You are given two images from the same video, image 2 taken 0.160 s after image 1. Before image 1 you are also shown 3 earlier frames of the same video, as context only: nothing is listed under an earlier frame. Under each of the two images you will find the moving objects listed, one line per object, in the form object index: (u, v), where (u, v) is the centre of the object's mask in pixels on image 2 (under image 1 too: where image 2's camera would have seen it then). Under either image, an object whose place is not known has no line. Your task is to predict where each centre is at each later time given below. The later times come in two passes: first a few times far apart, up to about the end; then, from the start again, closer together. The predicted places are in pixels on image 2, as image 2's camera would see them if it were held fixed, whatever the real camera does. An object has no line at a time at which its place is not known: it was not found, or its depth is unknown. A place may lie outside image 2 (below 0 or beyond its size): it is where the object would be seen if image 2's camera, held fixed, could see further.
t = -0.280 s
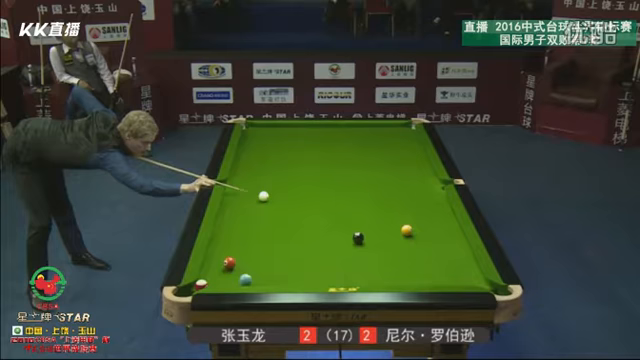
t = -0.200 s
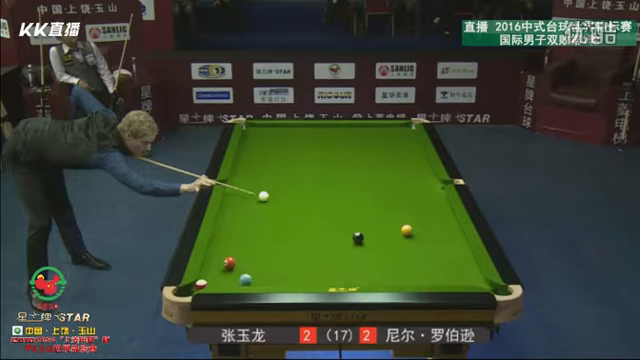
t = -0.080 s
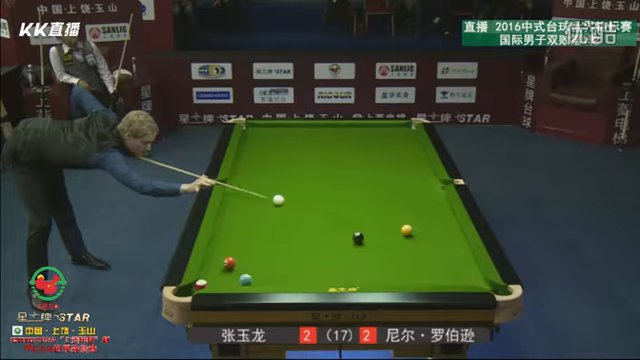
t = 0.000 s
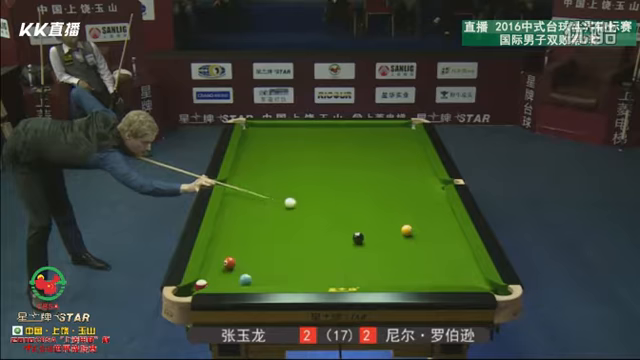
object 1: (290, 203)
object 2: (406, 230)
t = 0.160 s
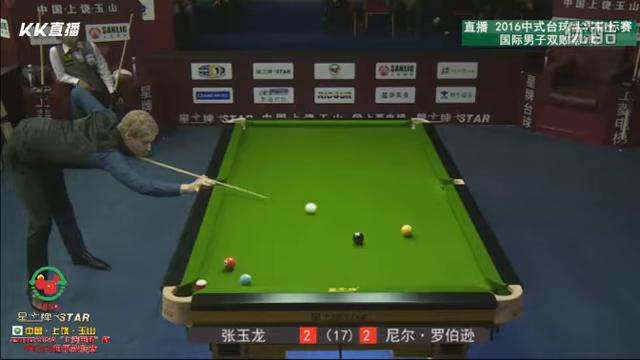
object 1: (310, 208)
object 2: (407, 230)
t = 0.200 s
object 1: (315, 209)
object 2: (406, 230)
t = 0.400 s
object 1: (342, 215)
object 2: (406, 230)
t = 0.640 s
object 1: (374, 223)
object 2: (406, 230)
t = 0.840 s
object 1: (395, 230)
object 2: (412, 230)
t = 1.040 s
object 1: (400, 234)
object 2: (431, 233)
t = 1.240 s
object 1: (404, 238)
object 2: (448, 235)
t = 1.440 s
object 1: (408, 242)
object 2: (456, 237)
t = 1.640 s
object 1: (412, 245)
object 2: (447, 238)
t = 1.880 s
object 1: (416, 249)
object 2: (437, 239)
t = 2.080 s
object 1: (420, 252)
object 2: (428, 240)
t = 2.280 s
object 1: (422, 255)
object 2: (421, 241)
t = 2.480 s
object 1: (426, 258)
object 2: (414, 242)
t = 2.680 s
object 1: (428, 260)
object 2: (408, 244)
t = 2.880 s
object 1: (430, 263)
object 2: (402, 245)
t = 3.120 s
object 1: (432, 265)
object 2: (396, 245)
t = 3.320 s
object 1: (434, 266)
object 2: (391, 246)
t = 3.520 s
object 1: (436, 267)
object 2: (387, 247)
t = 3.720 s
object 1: (437, 268)
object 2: (384, 247)
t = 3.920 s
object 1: (437, 269)
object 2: (382, 248)
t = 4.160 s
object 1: (438, 269)
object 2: (379, 249)
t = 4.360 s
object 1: (438, 269)
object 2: (377, 249)
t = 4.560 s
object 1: (438, 269)
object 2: (377, 249)
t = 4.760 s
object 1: (438, 269)
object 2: (376, 249)
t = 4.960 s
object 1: (438, 269)
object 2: (377, 249)
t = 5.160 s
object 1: (438, 269)
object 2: (377, 249)
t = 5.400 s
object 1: (438, 269)
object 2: (377, 250)
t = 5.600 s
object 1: (438, 269)
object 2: (377, 249)
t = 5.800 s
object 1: (438, 269)
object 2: (377, 249)
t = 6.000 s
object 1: (438, 269)
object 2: (377, 249)
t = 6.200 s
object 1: (438, 269)
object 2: (377, 249)
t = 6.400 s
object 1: (438, 269)
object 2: (377, 249)
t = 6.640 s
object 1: (438, 270)
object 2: (377, 249)
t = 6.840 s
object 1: (438, 270)
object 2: (377, 249)
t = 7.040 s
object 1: (438, 270)
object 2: (377, 249)
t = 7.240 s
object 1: (438, 270)
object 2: (377, 249)
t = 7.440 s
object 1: (438, 270)
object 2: (377, 249)
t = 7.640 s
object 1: (438, 270)
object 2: (377, 249)
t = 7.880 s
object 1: (438, 270)
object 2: (377, 249)
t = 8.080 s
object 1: (438, 270)
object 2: (377, 250)
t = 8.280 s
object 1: (438, 270)
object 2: (376, 249)
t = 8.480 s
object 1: (438, 269)
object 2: (377, 249)
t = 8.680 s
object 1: (438, 269)
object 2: (377, 250)
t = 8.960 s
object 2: (374, 248)
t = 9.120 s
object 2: (377, 250)
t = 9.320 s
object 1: (438, 269)
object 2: (377, 250)
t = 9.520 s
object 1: (438, 269)
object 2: (377, 250)
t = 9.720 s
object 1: (438, 269)
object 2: (377, 249)
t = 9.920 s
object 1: (438, 269)
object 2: (377, 249)
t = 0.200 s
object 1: (315, 209)
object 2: (406, 230)
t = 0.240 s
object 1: (320, 210)
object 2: (406, 230)
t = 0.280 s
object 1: (325, 211)
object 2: (406, 230)
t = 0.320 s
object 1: (331, 212)
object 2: (406, 230)
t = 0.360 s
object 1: (336, 214)
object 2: (406, 230)
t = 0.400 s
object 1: (342, 215)
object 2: (406, 230)
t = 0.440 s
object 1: (347, 217)
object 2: (406, 230)
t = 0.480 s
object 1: (352, 218)
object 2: (406, 230)
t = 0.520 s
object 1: (358, 219)
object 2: (406, 230)
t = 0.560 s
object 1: (363, 221)
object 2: (406, 230)
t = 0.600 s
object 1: (368, 222)
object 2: (406, 230)
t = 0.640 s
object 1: (374, 223)
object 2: (406, 230)
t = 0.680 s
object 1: (379, 225)
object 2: (406, 230)
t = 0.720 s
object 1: (384, 226)
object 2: (406, 230)
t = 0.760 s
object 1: (390, 227)
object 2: (406, 230)
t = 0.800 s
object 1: (395, 229)
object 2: (407, 230)
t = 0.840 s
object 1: (395, 230)
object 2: (412, 230)
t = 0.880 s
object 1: (396, 230)
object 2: (416, 231)
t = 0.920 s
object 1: (397, 231)
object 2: (420, 232)
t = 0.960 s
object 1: (398, 232)
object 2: (424, 232)
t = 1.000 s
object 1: (399, 233)
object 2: (427, 232)
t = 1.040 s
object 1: (400, 234)
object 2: (431, 233)
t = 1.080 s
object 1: (401, 234)
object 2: (434, 233)
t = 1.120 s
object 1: (401, 235)
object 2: (438, 233)
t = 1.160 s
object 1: (403, 236)
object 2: (441, 234)
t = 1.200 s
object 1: (403, 237)
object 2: (445, 234)
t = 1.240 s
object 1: (404, 238)
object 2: (448, 235)
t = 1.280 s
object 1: (405, 239)
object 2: (452, 235)
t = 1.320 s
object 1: (406, 239)
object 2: (455, 236)
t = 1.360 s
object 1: (407, 240)
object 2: (458, 236)
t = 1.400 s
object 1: (408, 241)
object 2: (458, 236)
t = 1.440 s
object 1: (408, 242)
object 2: (456, 237)
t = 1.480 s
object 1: (409, 242)
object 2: (454, 237)
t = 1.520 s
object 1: (410, 243)
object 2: (452, 237)
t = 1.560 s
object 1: (411, 244)
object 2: (451, 237)
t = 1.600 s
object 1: (411, 244)
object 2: (449, 237)
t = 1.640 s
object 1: (412, 245)
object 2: (447, 238)
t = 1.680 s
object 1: (413, 246)
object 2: (445, 238)
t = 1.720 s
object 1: (414, 247)
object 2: (444, 238)
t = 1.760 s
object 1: (414, 247)
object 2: (441, 239)
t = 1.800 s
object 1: (415, 248)
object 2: (440, 239)
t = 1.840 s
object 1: (416, 249)
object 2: (438, 239)
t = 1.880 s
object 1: (416, 249)
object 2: (437, 239)
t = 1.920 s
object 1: (417, 250)
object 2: (435, 240)
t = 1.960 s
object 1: (418, 251)
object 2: (433, 240)
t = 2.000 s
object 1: (418, 251)
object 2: (432, 240)
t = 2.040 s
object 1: (419, 252)
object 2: (430, 240)
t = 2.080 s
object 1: (420, 252)
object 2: (428, 240)
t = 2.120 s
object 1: (420, 253)
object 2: (427, 241)
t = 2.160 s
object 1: (421, 254)
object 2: (425, 241)
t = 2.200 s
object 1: (421, 254)
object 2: (424, 241)
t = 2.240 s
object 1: (422, 255)
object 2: (422, 241)
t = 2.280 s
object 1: (422, 255)
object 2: (421, 241)
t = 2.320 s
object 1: (423, 256)
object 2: (420, 242)
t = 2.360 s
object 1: (424, 256)
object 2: (418, 242)
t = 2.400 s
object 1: (425, 257)
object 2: (417, 242)
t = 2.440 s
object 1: (425, 257)
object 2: (416, 242)
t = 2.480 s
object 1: (426, 258)
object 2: (414, 242)
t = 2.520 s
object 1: (426, 259)
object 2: (413, 243)
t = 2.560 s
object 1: (427, 259)
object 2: (412, 243)
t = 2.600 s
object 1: (427, 260)
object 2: (410, 243)
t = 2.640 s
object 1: (427, 260)
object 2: (409, 244)
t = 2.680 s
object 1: (428, 260)
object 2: (408, 244)
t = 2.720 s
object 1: (428, 261)
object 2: (406, 244)
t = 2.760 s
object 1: (429, 261)
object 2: (405, 244)
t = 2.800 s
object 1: (429, 262)
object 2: (404, 244)
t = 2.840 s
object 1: (430, 262)
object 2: (403, 244)
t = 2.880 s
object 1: (430, 263)
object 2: (402, 245)
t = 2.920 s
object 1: (430, 263)
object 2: (401, 245)
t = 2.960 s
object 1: (431, 263)
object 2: (400, 245)
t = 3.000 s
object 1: (431, 263)
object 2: (399, 245)
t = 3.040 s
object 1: (431, 264)
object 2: (398, 245)
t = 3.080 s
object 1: (432, 264)
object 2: (397, 245)
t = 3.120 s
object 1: (432, 265)
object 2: (396, 245)
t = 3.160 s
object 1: (433, 265)
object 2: (395, 246)
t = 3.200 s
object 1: (433, 265)
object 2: (394, 246)
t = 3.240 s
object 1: (434, 266)
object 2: (393, 246)
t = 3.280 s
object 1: (434, 266)
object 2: (392, 246)
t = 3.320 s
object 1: (434, 266)
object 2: (391, 246)
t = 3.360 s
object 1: (434, 266)
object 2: (390, 246)
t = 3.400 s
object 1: (435, 266)
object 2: (390, 246)
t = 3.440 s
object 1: (435, 266)
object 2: (389, 247)
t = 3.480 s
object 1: (436, 267)
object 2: (388, 247)
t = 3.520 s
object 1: (436, 267)
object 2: (387, 247)
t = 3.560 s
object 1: (436, 267)
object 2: (387, 247)
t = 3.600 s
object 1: (436, 267)
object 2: (386, 247)
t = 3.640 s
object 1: (436, 267)
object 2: (385, 247)
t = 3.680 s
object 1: (437, 268)
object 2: (385, 247)
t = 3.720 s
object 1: (437, 268)
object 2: (384, 247)
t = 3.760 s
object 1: (437, 268)
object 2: (383, 248)
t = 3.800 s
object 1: (437, 268)
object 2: (383, 248)
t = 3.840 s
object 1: (437, 268)
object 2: (382, 248)
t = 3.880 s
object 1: (437, 268)
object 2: (382, 248)
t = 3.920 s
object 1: (437, 269)
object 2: (382, 248)
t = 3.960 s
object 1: (437, 269)
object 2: (381, 248)
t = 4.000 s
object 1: (438, 269)
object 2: (381, 248)
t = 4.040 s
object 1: (438, 269)
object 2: (380, 248)
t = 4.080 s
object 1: (438, 269)
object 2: (380, 249)
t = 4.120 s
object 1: (438, 269)
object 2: (380, 249)
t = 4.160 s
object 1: (438, 269)
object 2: (379, 249)
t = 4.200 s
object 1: (438, 269)
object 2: (379, 249)
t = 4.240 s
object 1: (438, 269)
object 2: (378, 249)
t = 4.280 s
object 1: (438, 269)
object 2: (378, 249)
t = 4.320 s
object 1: (438, 269)
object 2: (377, 249)
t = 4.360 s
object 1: (438, 269)
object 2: (377, 249)
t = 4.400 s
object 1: (438, 269)
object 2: (377, 249)
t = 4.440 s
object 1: (438, 269)
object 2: (377, 249)
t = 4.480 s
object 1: (438, 269)
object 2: (377, 249)
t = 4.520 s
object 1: (438, 269)
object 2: (377, 249)
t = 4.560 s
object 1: (438, 269)
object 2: (377, 249)
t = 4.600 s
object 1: (438, 269)
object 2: (376, 250)
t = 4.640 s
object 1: (438, 269)
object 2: (377, 250)
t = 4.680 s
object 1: (438, 269)
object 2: (377, 250)
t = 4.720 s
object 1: (438, 269)
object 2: (376, 249)
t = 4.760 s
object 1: (438, 269)
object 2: (376, 249)
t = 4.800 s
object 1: (438, 269)
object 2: (377, 250)
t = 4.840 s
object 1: (438, 269)
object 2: (376, 250)
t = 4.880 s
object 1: (438, 269)
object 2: (377, 250)
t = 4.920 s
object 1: (438, 269)
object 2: (377, 250)
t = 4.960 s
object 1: (438, 269)
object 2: (377, 249)
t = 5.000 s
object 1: (438, 269)
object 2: (377, 250)
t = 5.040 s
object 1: (438, 269)
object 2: (377, 250)
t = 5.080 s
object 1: (438, 269)
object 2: (377, 250)
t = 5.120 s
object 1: (438, 269)
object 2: (377, 250)
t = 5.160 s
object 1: (438, 269)
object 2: (377, 249)
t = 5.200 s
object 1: (438, 269)
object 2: (377, 249)
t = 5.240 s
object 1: (438, 269)
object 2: (377, 250)
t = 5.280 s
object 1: (438, 269)
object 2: (377, 250)
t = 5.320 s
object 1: (438, 269)
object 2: (377, 250)
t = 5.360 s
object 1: (438, 269)
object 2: (377, 250)
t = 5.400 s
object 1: (438, 269)
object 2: (377, 250)
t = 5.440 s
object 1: (438, 269)
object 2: (377, 249)
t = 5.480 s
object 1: (438, 269)
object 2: (377, 250)
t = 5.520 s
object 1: (438, 269)
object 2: (377, 250)
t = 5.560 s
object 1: (438, 269)
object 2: (377, 249)
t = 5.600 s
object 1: (438, 269)
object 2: (377, 249)
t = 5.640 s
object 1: (438, 269)
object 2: (377, 249)
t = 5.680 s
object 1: (438, 269)
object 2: (377, 249)
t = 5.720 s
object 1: (438, 269)
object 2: (377, 249)
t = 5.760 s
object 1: (438, 269)
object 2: (377, 249)
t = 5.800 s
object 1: (438, 269)
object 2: (377, 249)
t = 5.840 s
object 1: (438, 269)
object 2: (377, 249)
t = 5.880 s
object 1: (438, 269)
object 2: (377, 249)
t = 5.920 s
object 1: (438, 269)
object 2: (377, 249)
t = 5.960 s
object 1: (438, 269)
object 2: (377, 249)
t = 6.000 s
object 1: (438, 269)
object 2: (377, 249)
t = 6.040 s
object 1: (438, 269)
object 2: (377, 249)
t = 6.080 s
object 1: (438, 269)
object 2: (377, 249)
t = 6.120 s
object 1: (438, 269)
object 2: (377, 249)
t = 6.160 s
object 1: (438, 269)
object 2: (377, 249)
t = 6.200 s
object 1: (438, 269)
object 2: (377, 249)
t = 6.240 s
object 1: (438, 269)
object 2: (377, 249)
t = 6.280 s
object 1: (438, 269)
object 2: (377, 249)
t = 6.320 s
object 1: (438, 269)
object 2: (377, 249)
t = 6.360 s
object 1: (438, 269)
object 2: (377, 249)
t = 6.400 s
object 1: (438, 269)
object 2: (377, 249)
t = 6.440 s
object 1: (438, 269)
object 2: (377, 249)
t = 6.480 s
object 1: (438, 270)
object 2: (377, 249)
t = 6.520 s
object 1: (438, 270)
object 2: (377, 249)
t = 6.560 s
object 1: (438, 269)
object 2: (377, 249)
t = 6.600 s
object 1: (438, 270)
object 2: (377, 249)
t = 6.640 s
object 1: (438, 270)
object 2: (377, 249)
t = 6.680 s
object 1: (438, 270)
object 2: (377, 249)
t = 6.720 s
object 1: (438, 270)
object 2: (377, 249)
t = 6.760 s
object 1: (438, 270)
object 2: (377, 249)
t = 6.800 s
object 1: (438, 270)
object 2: (377, 249)
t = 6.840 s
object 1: (438, 270)
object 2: (377, 249)
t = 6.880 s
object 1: (438, 270)
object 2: (377, 249)
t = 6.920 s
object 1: (438, 270)
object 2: (377, 249)
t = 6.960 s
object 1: (438, 270)
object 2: (377, 249)
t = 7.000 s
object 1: (438, 270)
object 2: (377, 249)
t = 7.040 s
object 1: (438, 270)
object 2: (377, 249)
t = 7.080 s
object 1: (438, 270)
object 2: (377, 249)
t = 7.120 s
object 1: (438, 270)
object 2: (377, 249)
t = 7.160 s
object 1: (438, 270)
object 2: (377, 249)
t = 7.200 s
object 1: (438, 270)
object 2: (377, 249)
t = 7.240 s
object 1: (438, 270)
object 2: (377, 249)
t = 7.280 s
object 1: (438, 270)
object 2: (377, 249)
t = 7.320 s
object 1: (438, 270)
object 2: (377, 249)
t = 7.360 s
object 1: (438, 270)
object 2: (377, 249)
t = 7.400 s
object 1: (438, 270)
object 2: (377, 249)
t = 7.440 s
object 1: (438, 270)
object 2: (377, 249)
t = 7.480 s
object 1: (438, 270)
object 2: (377, 249)
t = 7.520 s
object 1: (438, 270)
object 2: (377, 249)
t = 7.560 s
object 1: (438, 270)
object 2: (377, 249)
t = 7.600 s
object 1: (438, 270)
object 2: (377, 249)
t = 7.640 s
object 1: (438, 270)
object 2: (377, 249)
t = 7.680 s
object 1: (438, 270)
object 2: (377, 249)
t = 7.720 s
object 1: (438, 270)
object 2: (377, 249)
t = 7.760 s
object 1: (438, 270)
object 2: (377, 249)
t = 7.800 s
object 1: (438, 270)
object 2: (377, 249)
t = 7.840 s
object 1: (438, 270)
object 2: (377, 249)
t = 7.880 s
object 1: (438, 270)
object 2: (377, 249)
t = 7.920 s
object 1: (438, 270)
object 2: (377, 249)
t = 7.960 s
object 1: (438, 270)
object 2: (377, 249)
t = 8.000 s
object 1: (438, 270)
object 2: (377, 249)
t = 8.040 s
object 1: (438, 270)
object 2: (377, 249)
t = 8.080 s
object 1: (438, 270)
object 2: (377, 250)
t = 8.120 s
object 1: (438, 269)
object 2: (377, 249)
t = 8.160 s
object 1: (438, 269)
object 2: (377, 249)
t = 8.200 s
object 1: (438, 269)
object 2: (377, 249)
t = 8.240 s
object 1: (438, 269)
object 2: (377, 249)
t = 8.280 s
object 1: (438, 270)
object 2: (376, 249)
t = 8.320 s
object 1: (438, 270)
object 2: (376, 249)
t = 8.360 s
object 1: (438, 270)
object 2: (377, 249)
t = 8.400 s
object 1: (438, 270)
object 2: (376, 249)
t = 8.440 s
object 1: (438, 269)
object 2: (377, 250)
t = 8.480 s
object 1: (438, 269)
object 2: (377, 249)
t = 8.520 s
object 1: (438, 269)
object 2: (377, 249)
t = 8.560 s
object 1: (438, 270)
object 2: (377, 249)
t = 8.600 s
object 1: (438, 270)
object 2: (377, 249)
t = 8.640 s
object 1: (438, 269)
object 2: (377, 249)
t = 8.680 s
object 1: (438, 269)
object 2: (377, 250)
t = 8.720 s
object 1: (438, 269)
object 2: (377, 249)
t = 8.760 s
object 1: (438, 270)
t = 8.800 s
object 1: (438, 269)
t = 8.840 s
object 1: (438, 269)
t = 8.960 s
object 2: (374, 248)
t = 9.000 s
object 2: (377, 250)
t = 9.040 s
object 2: (377, 249)
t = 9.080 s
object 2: (377, 250)
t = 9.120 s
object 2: (377, 250)
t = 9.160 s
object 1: (437, 269)
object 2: (377, 249)
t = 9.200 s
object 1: (438, 269)
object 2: (377, 250)
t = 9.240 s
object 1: (438, 269)
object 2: (377, 249)
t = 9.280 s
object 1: (438, 269)
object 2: (377, 249)
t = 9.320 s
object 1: (438, 269)
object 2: (377, 250)
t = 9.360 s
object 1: (438, 269)
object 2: (377, 250)
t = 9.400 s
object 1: (438, 269)
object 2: (377, 250)
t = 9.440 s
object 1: (438, 269)
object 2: (377, 250)
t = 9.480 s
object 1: (438, 269)
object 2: (377, 250)
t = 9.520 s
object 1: (438, 269)
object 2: (377, 250)
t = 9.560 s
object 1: (438, 269)
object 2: (377, 249)
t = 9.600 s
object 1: (438, 269)
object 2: (377, 249)
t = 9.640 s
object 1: (438, 269)
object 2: (377, 249)
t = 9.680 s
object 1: (438, 269)
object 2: (377, 249)
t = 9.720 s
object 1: (438, 269)
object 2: (377, 249)
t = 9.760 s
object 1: (438, 269)
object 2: (377, 249)
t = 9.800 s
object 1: (438, 269)
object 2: (377, 249)
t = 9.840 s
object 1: (438, 269)
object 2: (377, 249)
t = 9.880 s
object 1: (438, 269)
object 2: (377, 249)
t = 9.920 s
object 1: (438, 269)
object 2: (377, 249)
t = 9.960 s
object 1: (438, 269)
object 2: (377, 249)
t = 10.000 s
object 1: (438, 269)
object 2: (377, 249)
